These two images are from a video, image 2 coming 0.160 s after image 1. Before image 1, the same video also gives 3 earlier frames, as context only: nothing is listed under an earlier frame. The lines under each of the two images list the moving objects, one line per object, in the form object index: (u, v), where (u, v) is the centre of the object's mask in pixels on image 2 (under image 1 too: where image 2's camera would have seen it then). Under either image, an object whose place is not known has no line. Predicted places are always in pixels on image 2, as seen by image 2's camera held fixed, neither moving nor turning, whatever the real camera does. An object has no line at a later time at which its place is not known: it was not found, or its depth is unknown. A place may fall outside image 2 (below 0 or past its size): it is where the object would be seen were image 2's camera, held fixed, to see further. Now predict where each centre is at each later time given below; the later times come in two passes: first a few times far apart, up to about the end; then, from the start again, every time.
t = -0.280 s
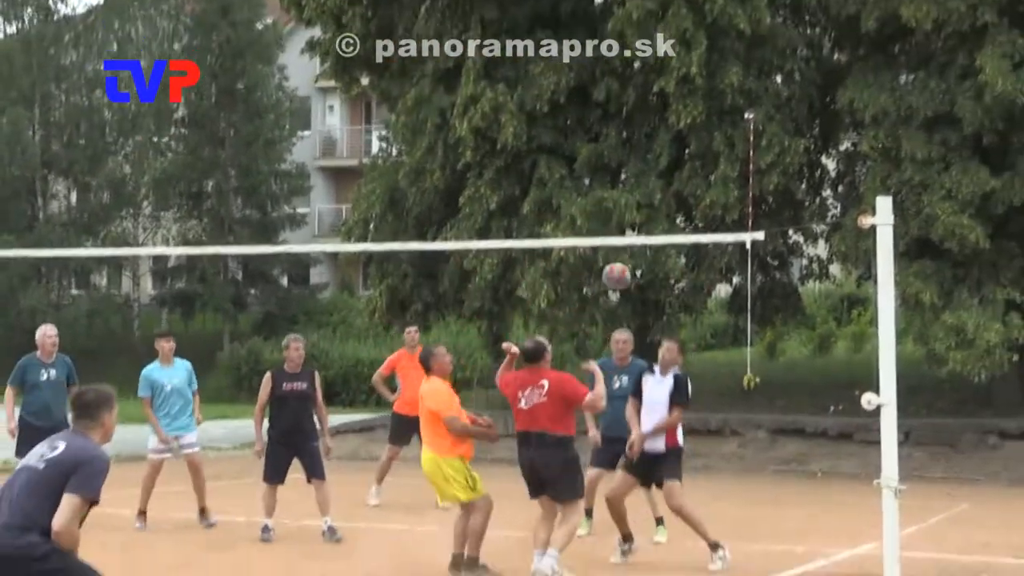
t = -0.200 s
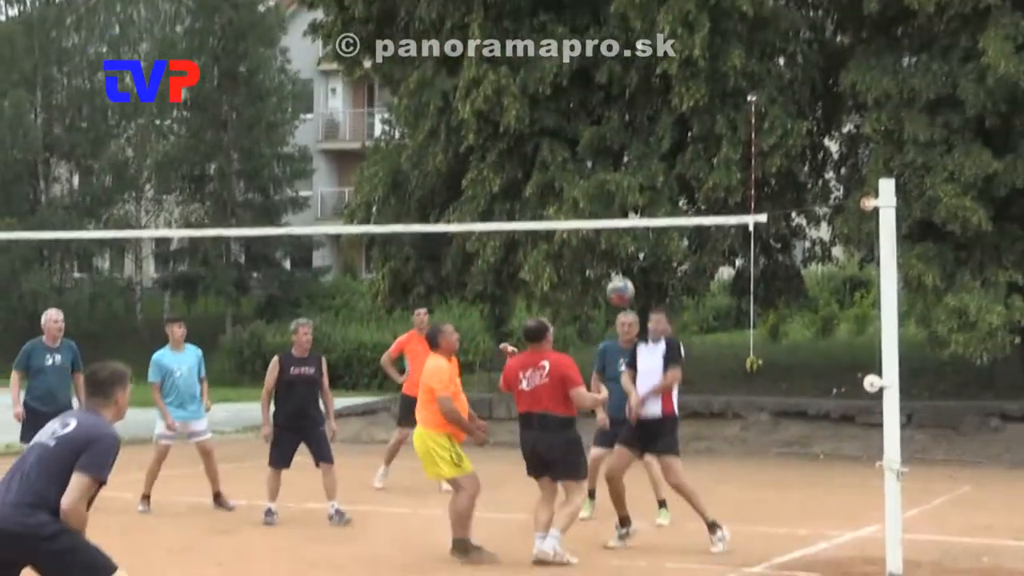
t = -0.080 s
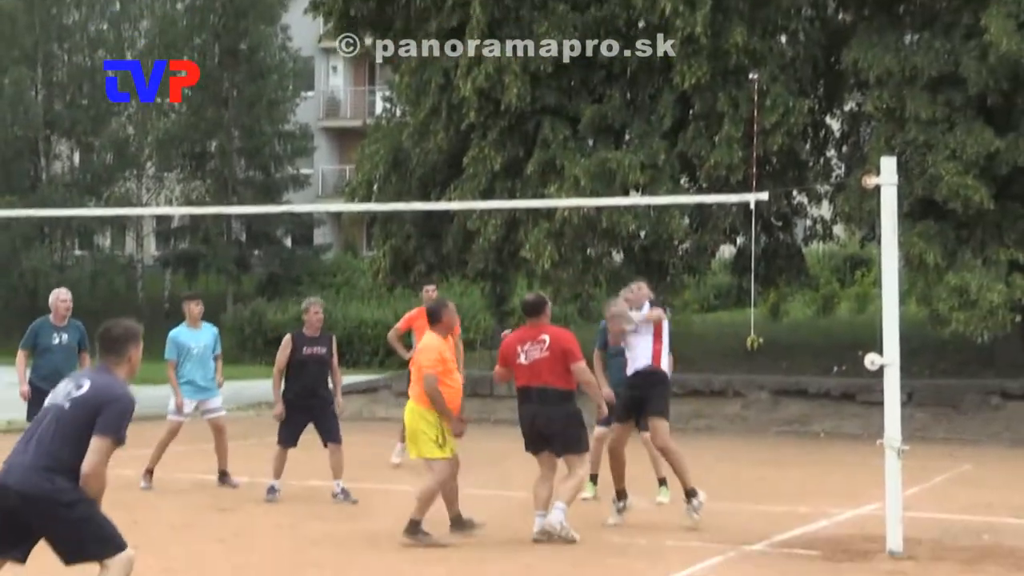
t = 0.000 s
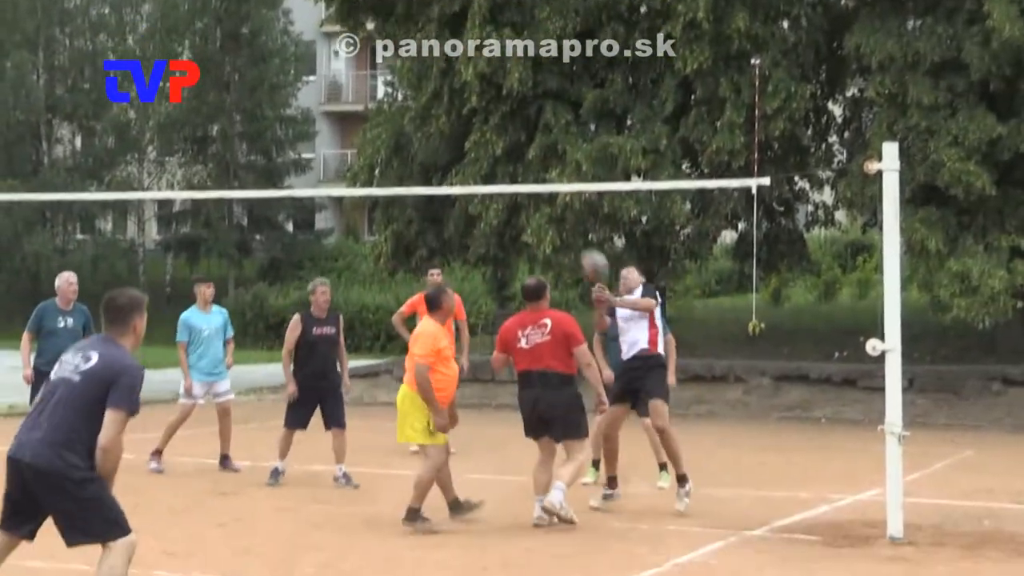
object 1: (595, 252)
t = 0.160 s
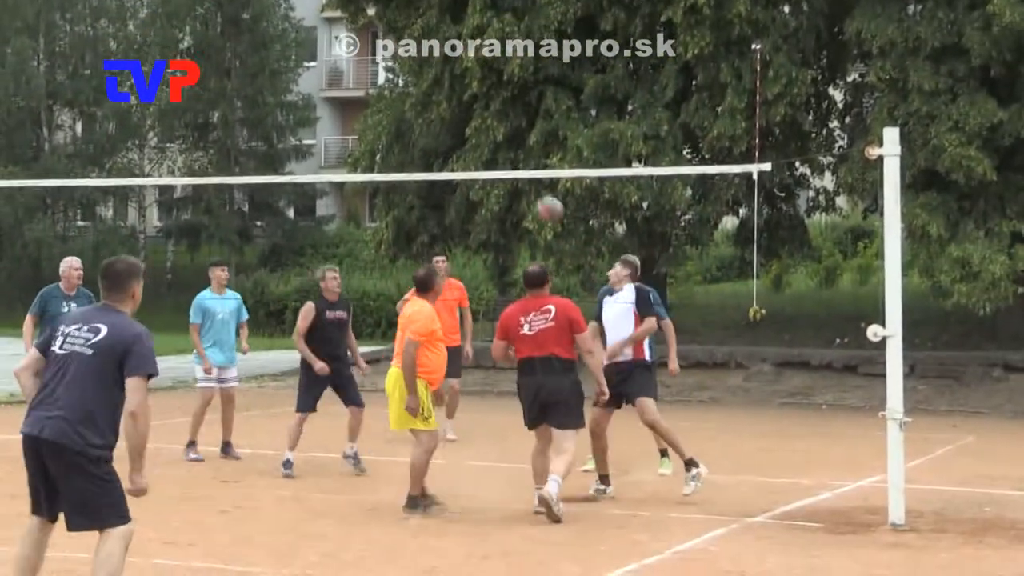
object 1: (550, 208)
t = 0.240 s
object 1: (527, 202)
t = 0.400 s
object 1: (488, 211)
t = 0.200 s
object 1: (538, 204)
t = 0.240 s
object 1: (527, 202)
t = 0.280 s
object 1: (517, 202)
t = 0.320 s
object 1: (507, 203)
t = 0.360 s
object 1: (497, 206)
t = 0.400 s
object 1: (488, 211)
